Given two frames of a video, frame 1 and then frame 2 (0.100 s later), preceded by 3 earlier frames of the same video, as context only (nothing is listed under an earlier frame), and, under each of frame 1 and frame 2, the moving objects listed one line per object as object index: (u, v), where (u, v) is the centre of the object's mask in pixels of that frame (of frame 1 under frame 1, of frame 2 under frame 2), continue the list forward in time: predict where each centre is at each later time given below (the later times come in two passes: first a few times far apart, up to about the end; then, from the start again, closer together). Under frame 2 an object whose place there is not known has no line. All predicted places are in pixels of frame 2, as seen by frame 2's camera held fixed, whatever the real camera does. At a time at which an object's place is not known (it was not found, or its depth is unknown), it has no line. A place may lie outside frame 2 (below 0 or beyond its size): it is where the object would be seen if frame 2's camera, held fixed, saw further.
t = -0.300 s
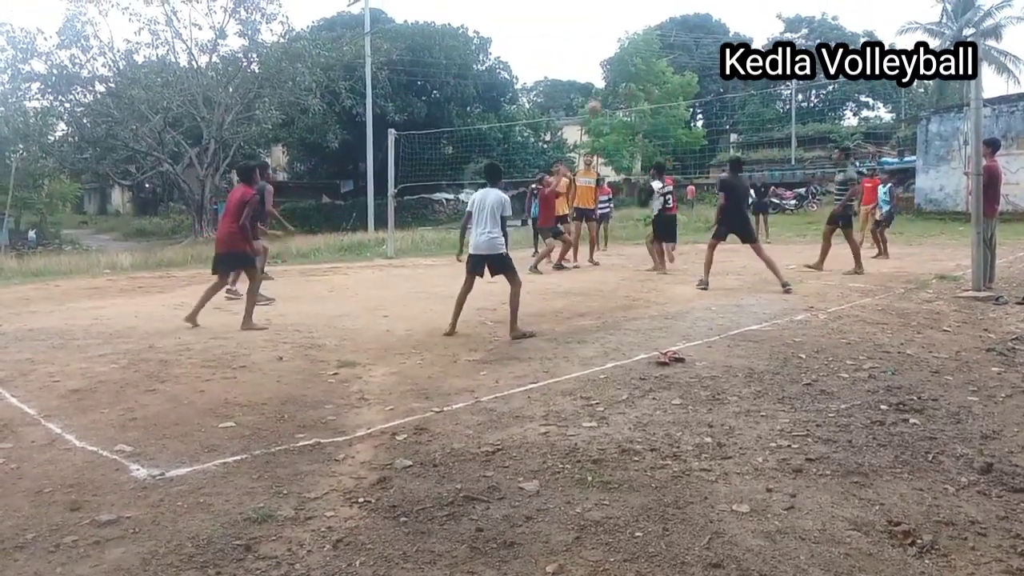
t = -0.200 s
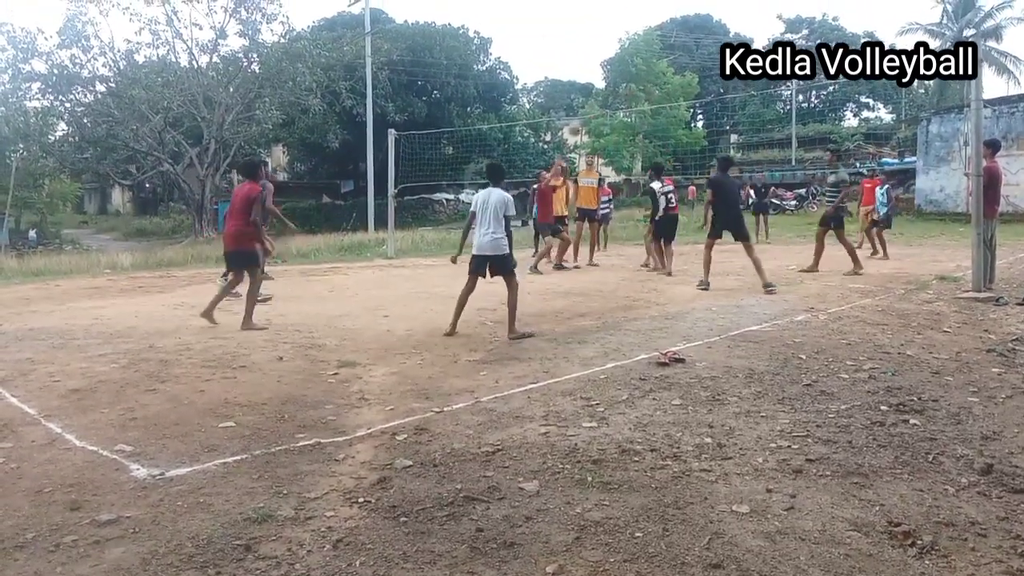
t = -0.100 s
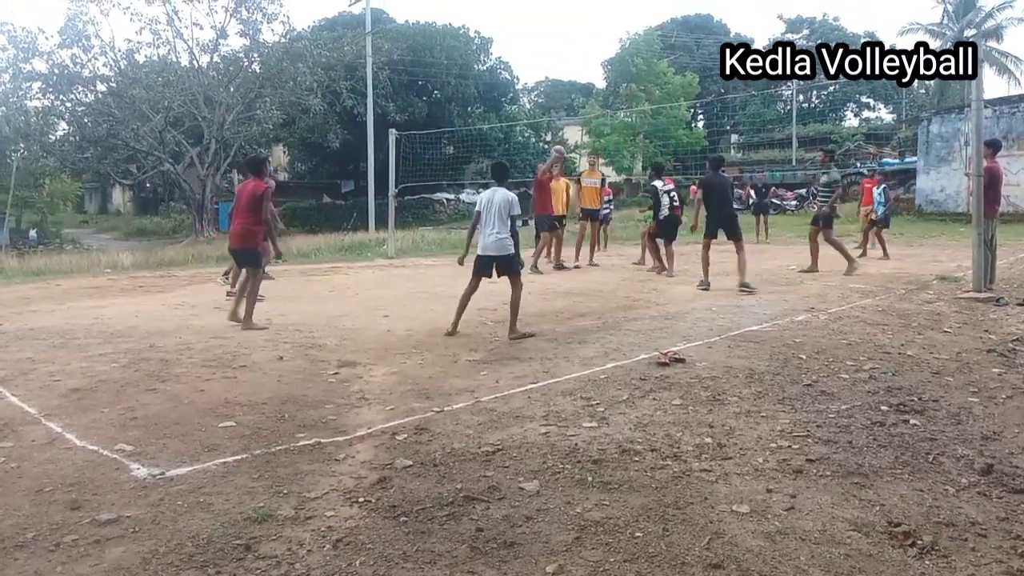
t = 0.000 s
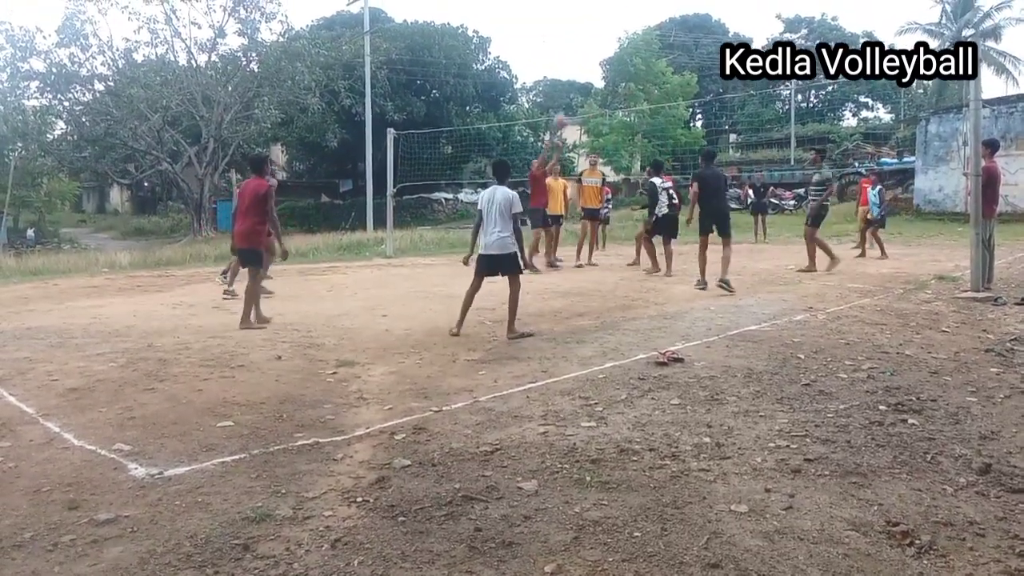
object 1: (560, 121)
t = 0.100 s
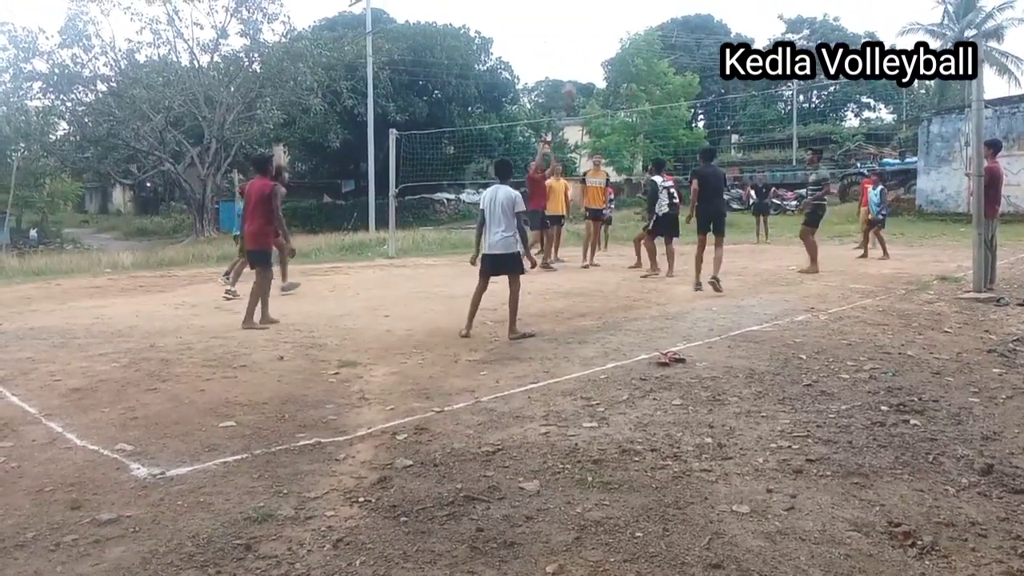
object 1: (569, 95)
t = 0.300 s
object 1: (580, 51)
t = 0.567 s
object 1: (595, 38)
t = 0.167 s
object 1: (572, 76)
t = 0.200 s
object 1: (574, 68)
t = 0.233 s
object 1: (576, 62)
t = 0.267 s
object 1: (578, 56)
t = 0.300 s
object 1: (580, 51)
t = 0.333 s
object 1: (582, 47)
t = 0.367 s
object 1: (584, 43)
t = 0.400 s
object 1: (585, 40)
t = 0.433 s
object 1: (587, 38)
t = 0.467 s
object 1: (589, 37)
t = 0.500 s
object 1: (591, 37)
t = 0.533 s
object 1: (593, 37)
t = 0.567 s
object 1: (595, 38)
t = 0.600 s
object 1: (597, 40)
